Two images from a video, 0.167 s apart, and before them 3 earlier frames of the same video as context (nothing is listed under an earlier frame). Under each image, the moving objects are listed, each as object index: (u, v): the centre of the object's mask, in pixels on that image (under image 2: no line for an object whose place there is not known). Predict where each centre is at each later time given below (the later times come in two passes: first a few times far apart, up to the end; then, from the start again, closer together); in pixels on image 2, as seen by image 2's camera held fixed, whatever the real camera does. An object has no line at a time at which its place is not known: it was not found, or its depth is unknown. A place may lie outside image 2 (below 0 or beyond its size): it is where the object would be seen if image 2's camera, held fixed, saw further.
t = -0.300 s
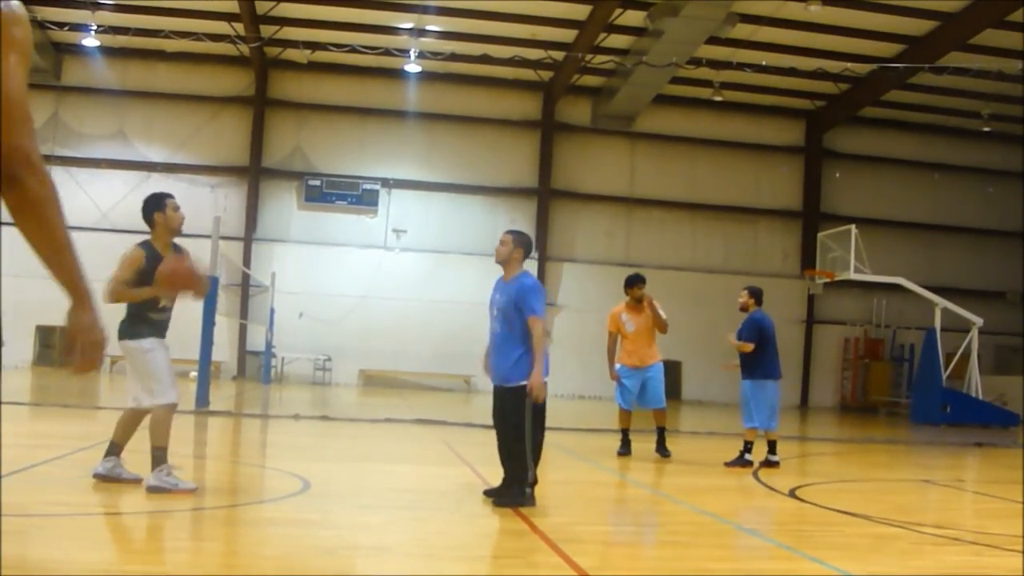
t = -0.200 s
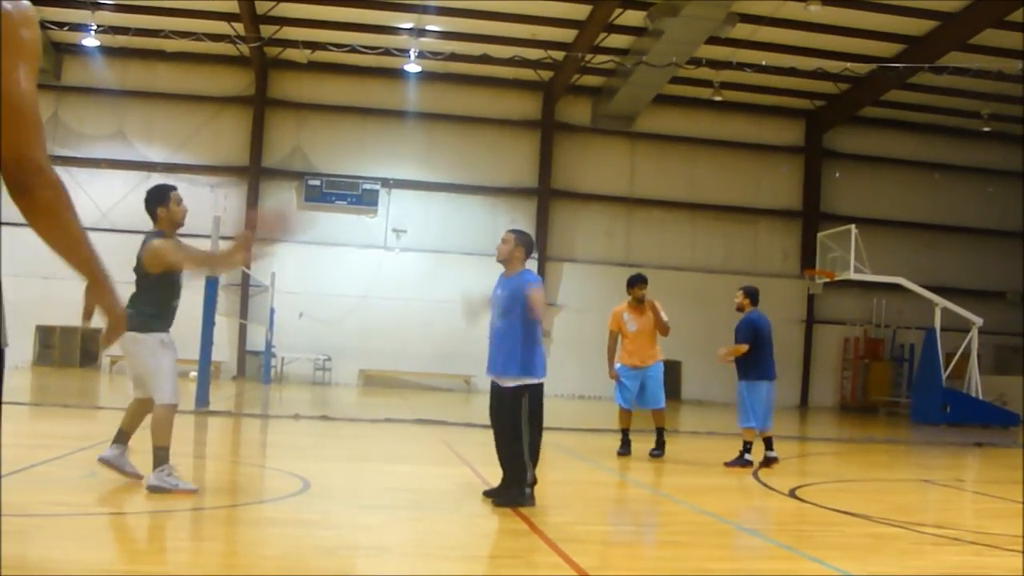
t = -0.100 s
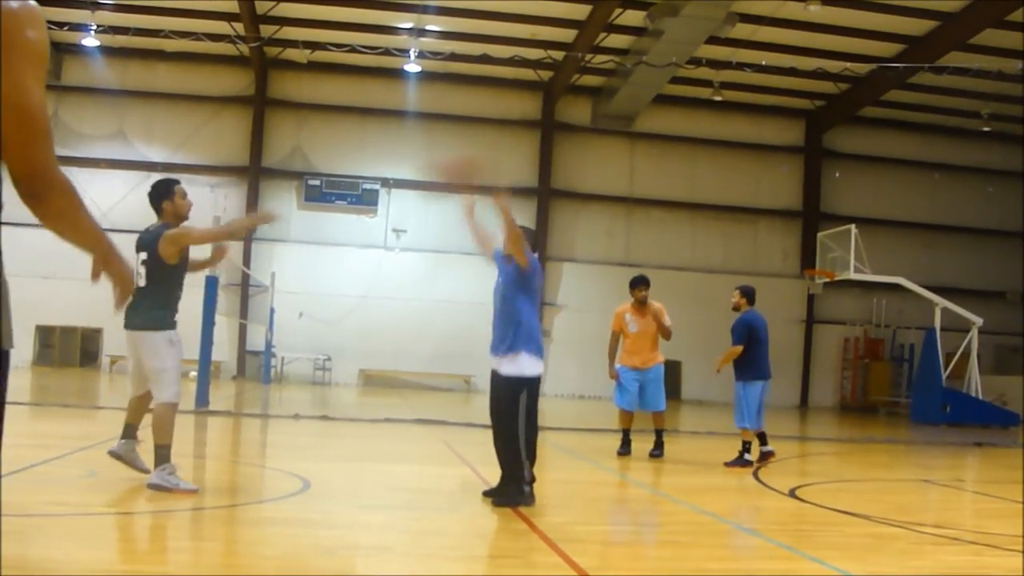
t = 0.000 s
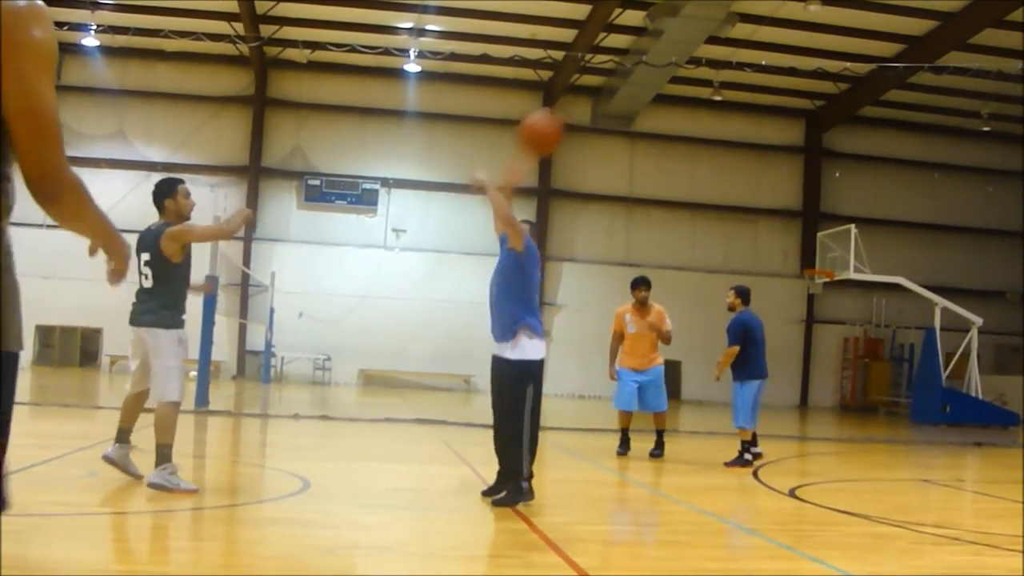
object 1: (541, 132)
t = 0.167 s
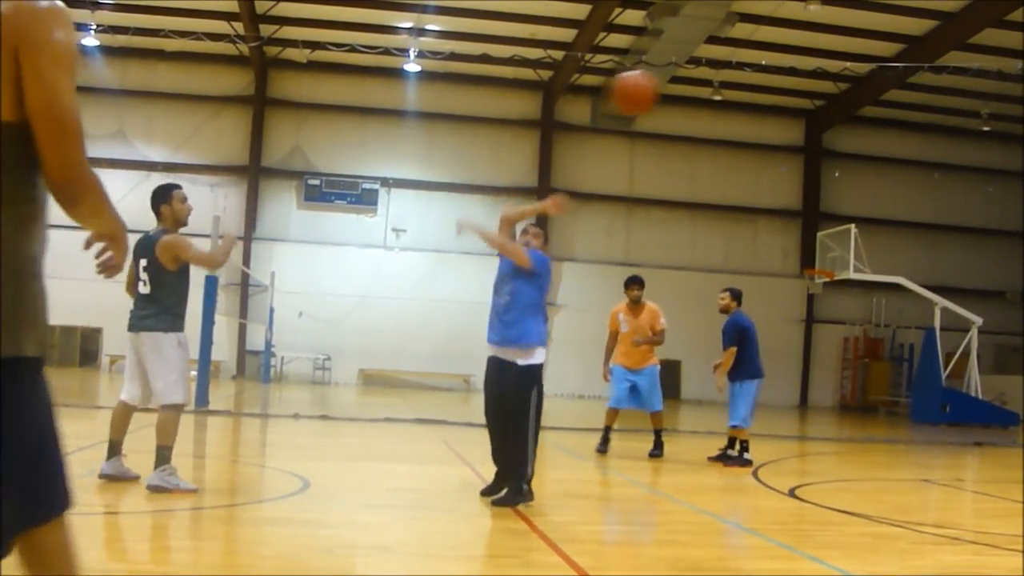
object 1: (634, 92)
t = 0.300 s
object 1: (709, 94)
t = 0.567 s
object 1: (862, 200)
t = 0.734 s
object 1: (959, 344)
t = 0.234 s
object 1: (672, 89)
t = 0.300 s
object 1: (709, 94)
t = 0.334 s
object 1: (729, 100)
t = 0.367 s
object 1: (748, 108)
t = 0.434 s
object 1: (787, 131)
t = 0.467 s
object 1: (806, 145)
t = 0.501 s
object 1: (823, 160)
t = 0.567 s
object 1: (862, 200)
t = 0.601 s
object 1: (882, 224)
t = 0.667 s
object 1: (919, 278)
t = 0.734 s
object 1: (959, 344)
